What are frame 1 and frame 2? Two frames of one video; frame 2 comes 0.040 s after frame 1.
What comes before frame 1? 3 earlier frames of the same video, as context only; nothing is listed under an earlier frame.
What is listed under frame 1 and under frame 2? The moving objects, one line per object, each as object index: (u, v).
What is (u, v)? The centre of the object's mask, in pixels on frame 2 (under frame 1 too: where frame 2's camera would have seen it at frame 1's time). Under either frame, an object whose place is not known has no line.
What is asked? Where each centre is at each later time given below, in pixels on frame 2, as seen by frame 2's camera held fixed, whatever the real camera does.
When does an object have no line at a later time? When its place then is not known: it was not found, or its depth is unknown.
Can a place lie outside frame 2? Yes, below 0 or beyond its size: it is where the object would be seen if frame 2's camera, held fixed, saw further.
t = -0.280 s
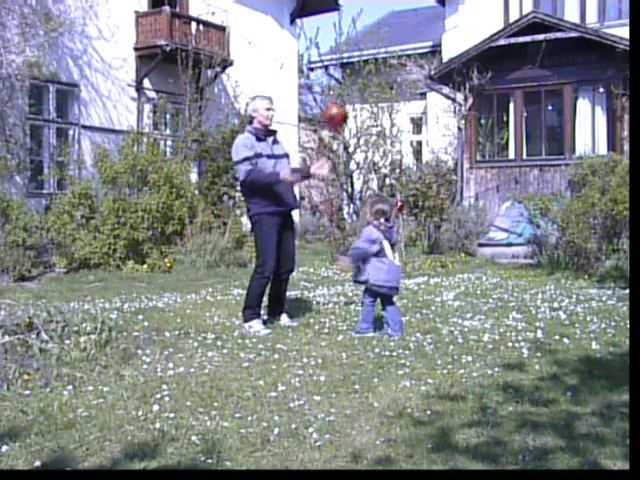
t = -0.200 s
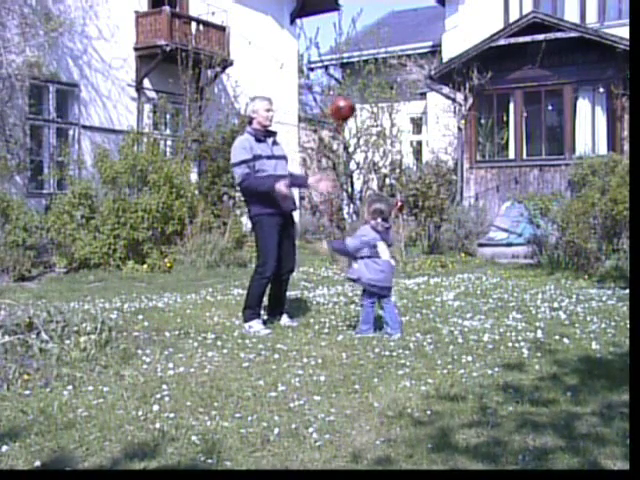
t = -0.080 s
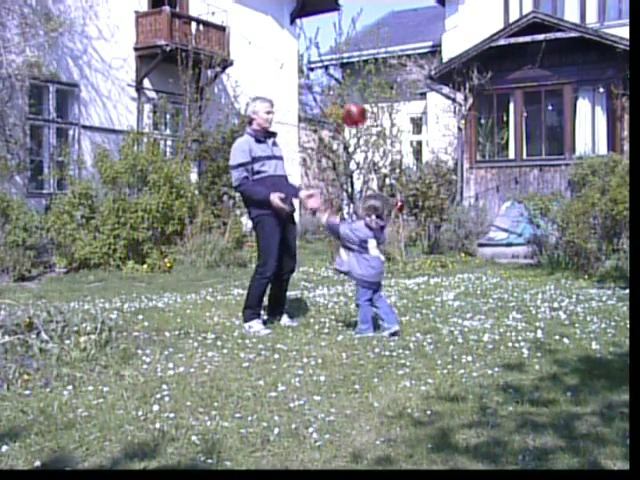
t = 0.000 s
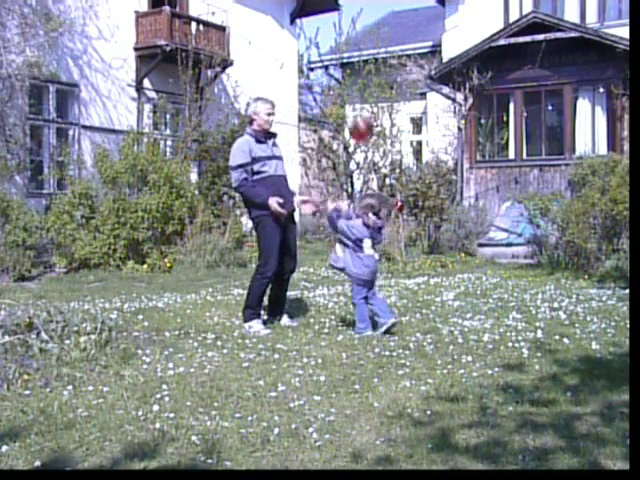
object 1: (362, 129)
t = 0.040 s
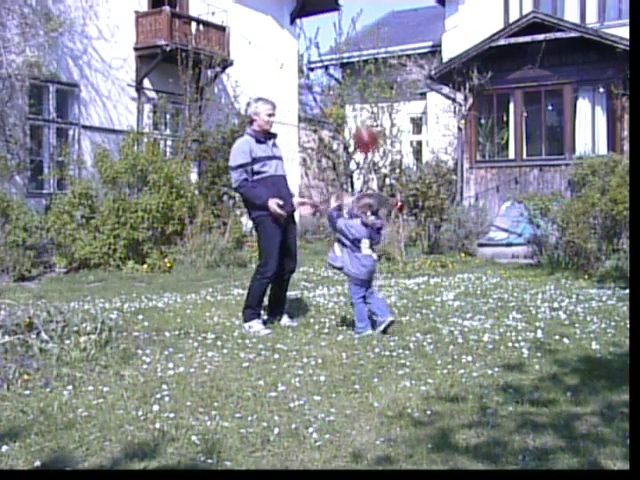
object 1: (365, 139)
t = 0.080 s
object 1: (369, 156)
